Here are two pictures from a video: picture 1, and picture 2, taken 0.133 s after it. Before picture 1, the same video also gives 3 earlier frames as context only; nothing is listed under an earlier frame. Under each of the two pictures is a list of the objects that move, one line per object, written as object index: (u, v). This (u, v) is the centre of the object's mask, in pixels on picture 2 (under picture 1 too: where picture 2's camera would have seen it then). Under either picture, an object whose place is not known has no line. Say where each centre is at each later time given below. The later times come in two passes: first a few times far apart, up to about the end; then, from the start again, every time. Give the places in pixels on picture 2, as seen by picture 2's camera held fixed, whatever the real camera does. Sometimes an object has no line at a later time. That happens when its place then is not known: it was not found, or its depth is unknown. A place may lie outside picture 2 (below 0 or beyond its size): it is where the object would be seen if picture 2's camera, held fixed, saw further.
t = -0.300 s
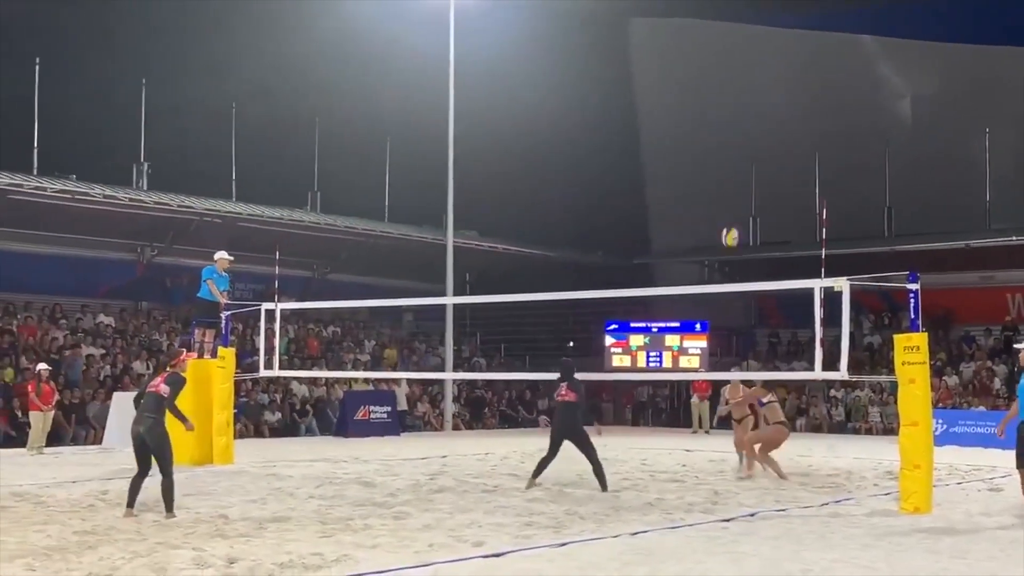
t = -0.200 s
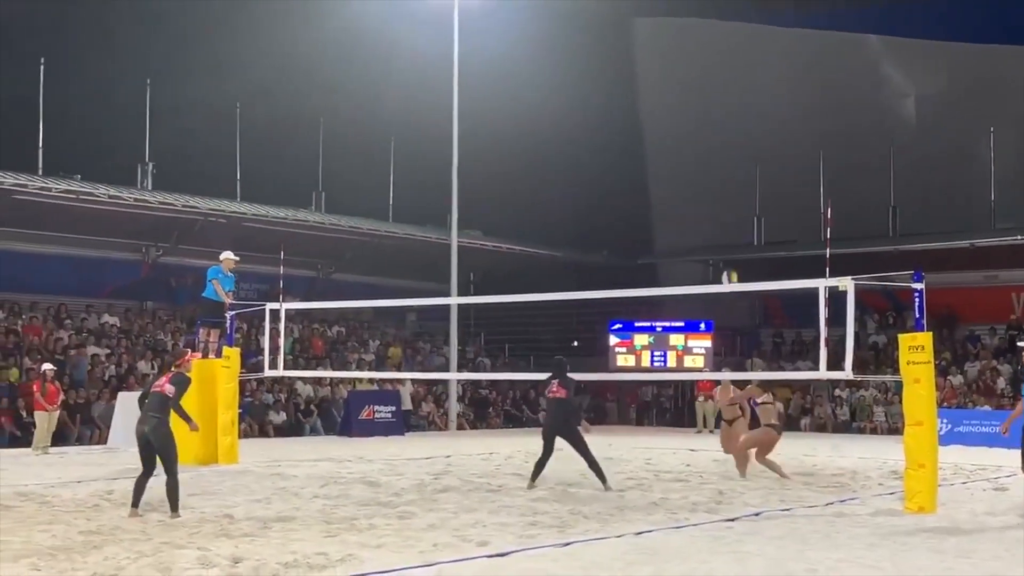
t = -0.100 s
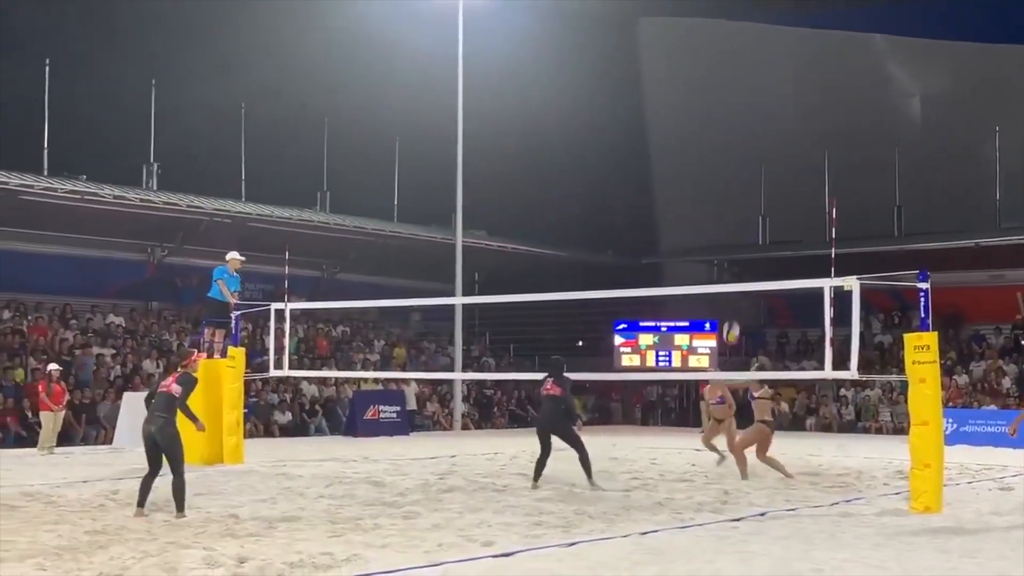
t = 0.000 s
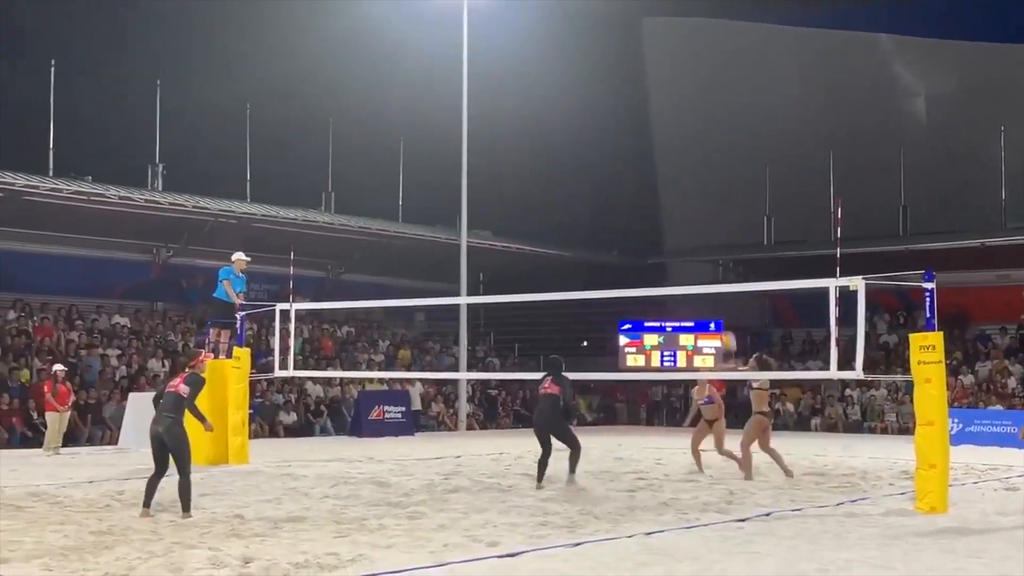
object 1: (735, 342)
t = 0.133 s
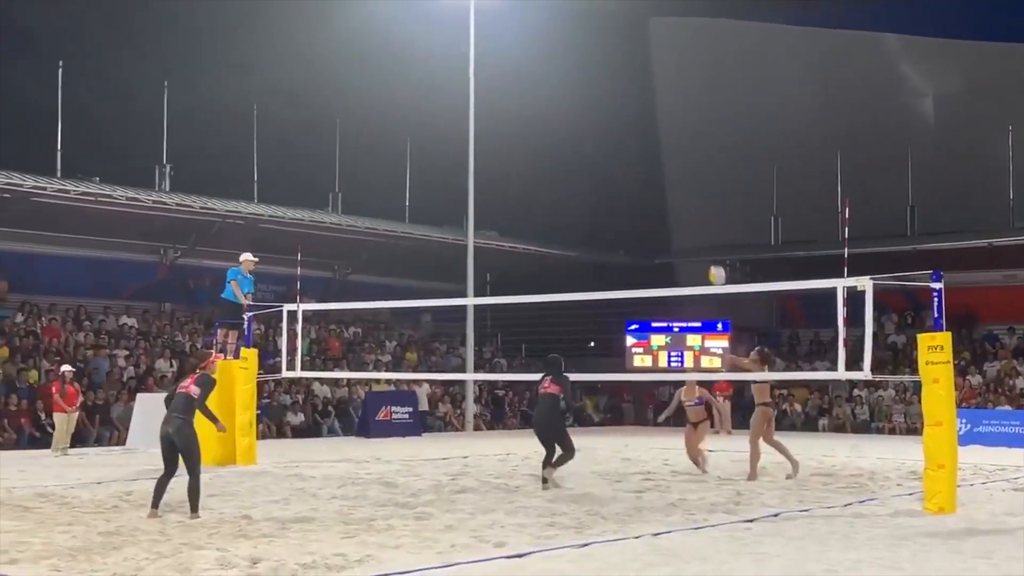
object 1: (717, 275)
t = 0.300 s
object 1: (696, 213)
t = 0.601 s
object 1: (656, 154)
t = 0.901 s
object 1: (618, 164)
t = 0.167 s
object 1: (713, 261)
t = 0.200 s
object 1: (709, 249)
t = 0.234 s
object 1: (704, 235)
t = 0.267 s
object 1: (700, 224)
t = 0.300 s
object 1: (696, 213)
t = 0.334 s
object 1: (692, 203)
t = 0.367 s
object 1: (688, 194)
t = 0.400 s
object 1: (683, 185)
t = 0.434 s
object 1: (679, 178)
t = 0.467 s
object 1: (674, 172)
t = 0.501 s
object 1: (670, 166)
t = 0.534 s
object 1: (666, 161)
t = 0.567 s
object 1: (662, 157)
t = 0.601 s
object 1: (656, 154)
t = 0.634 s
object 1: (653, 152)
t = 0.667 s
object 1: (649, 151)
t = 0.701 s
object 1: (644, 151)
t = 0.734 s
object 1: (640, 150)
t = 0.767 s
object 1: (635, 151)
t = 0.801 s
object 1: (631, 153)
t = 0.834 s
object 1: (626, 156)
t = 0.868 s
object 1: (622, 160)
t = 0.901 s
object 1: (618, 164)
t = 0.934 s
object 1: (613, 169)
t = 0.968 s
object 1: (609, 176)
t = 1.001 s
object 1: (604, 183)
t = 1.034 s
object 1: (599, 191)
